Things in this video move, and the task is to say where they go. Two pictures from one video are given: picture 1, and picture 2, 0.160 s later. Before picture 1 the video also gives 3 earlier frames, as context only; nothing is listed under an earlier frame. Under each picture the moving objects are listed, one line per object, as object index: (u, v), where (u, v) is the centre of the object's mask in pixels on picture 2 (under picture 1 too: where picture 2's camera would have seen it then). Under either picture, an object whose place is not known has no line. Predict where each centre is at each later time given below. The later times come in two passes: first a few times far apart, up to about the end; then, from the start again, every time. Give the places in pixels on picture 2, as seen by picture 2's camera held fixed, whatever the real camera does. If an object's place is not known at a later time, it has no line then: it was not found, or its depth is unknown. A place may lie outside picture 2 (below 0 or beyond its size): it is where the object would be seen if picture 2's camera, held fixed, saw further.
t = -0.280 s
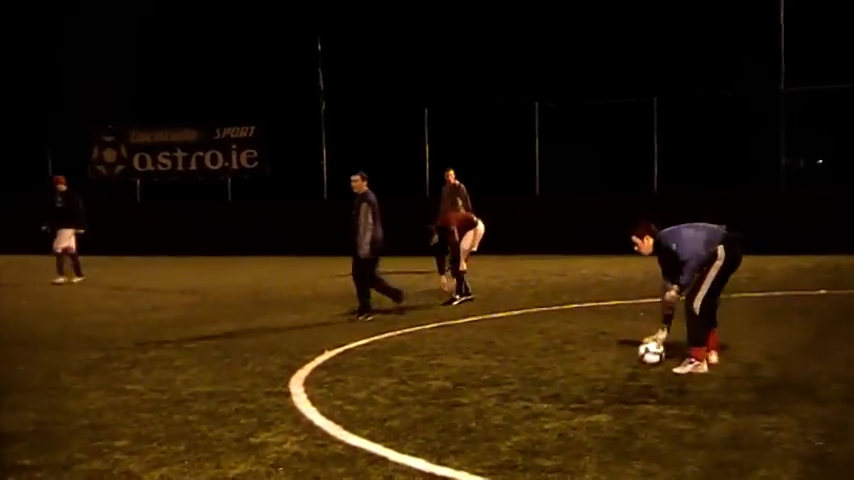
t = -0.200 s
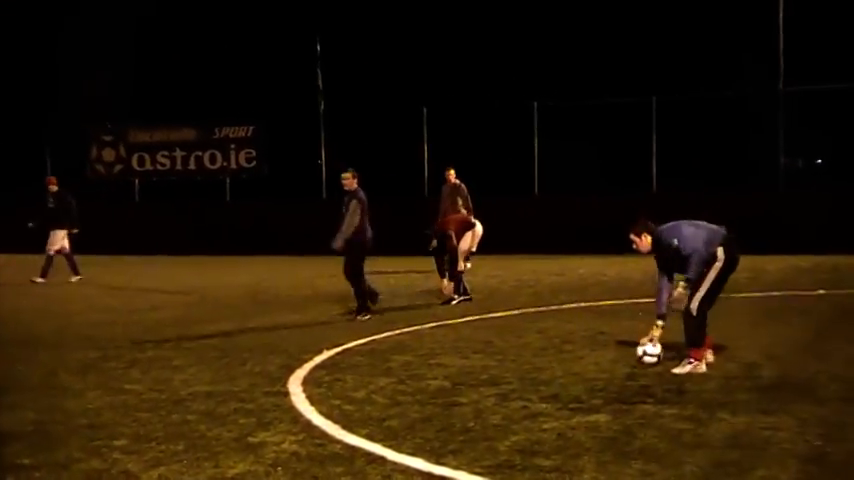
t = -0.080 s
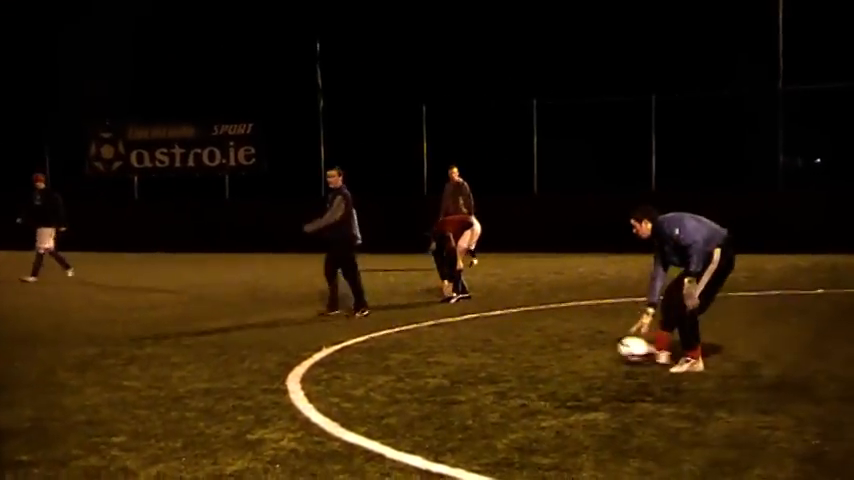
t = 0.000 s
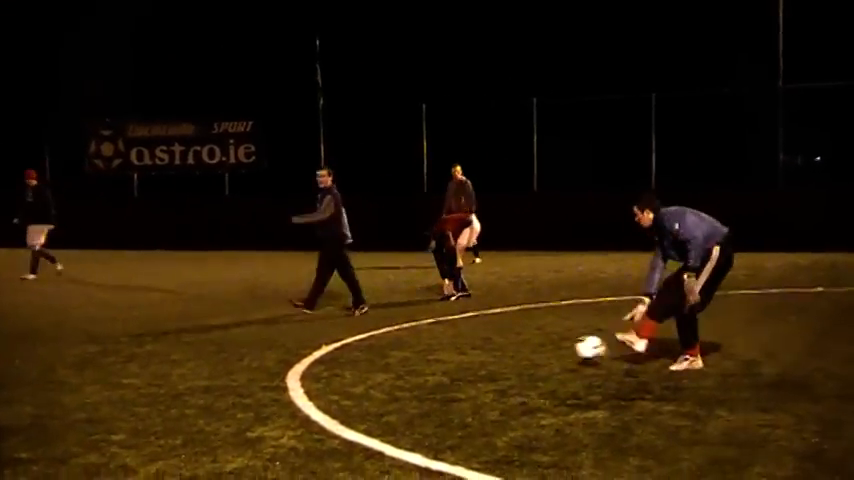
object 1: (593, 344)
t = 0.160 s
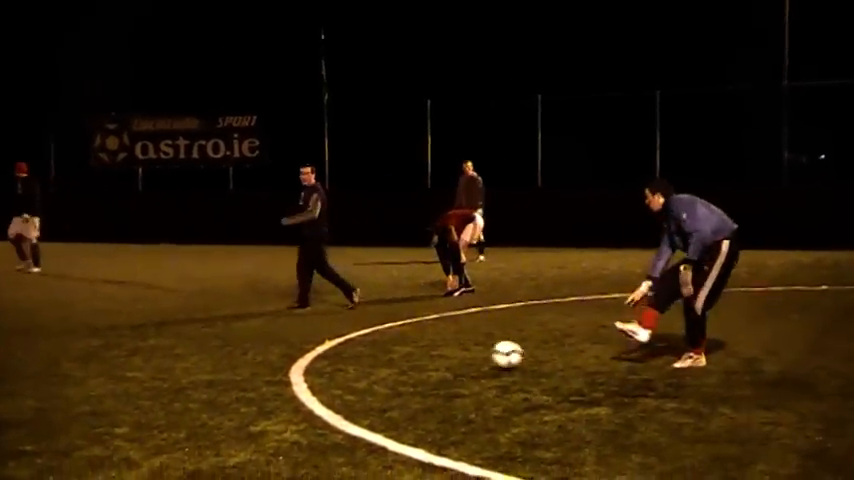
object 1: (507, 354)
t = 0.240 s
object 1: (465, 359)
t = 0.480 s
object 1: (347, 371)
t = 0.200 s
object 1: (486, 355)
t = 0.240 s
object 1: (465, 359)
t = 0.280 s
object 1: (443, 363)
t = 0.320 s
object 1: (422, 365)
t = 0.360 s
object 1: (403, 367)
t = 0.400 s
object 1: (384, 370)
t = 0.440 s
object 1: (366, 371)
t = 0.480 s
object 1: (347, 371)
